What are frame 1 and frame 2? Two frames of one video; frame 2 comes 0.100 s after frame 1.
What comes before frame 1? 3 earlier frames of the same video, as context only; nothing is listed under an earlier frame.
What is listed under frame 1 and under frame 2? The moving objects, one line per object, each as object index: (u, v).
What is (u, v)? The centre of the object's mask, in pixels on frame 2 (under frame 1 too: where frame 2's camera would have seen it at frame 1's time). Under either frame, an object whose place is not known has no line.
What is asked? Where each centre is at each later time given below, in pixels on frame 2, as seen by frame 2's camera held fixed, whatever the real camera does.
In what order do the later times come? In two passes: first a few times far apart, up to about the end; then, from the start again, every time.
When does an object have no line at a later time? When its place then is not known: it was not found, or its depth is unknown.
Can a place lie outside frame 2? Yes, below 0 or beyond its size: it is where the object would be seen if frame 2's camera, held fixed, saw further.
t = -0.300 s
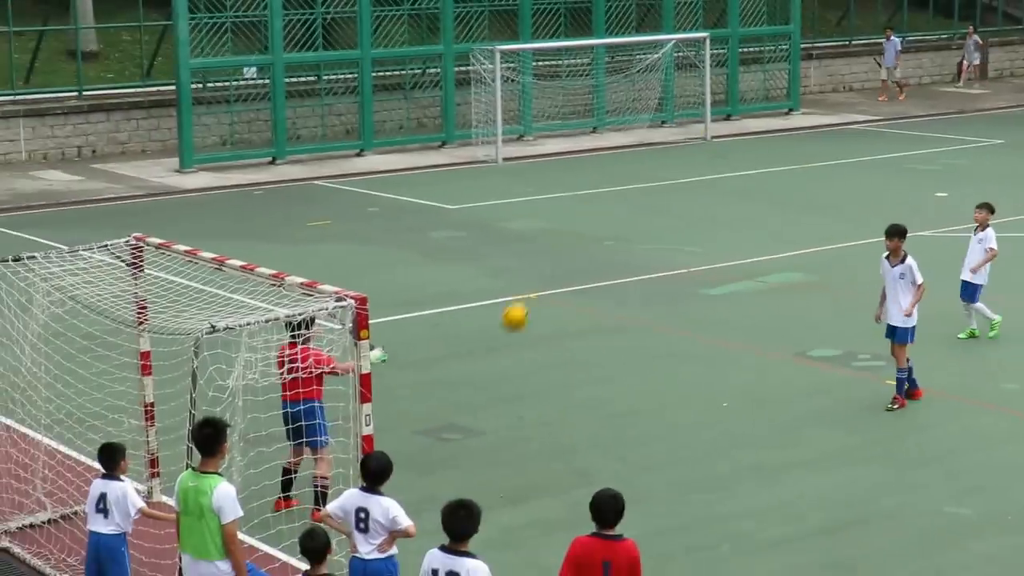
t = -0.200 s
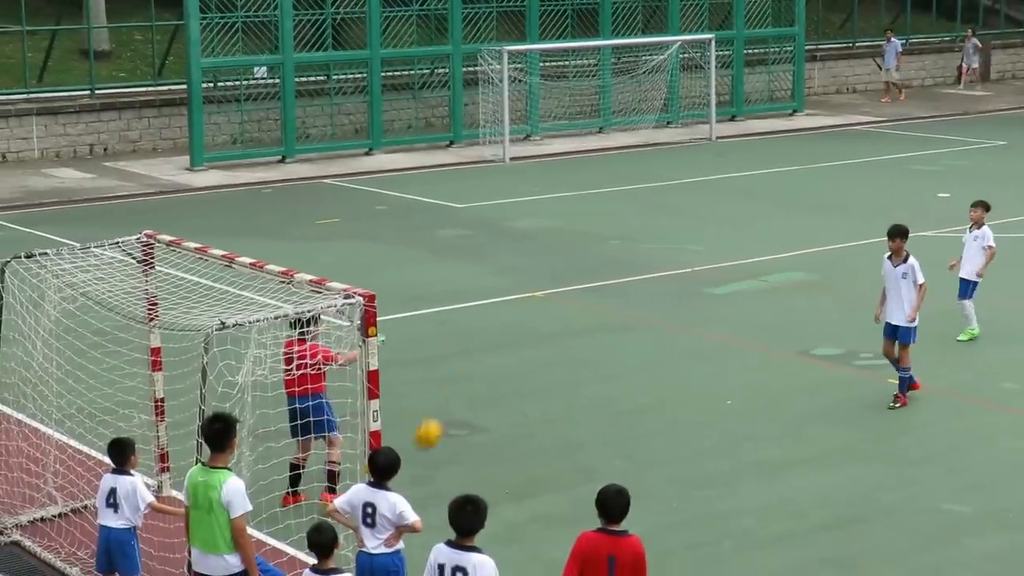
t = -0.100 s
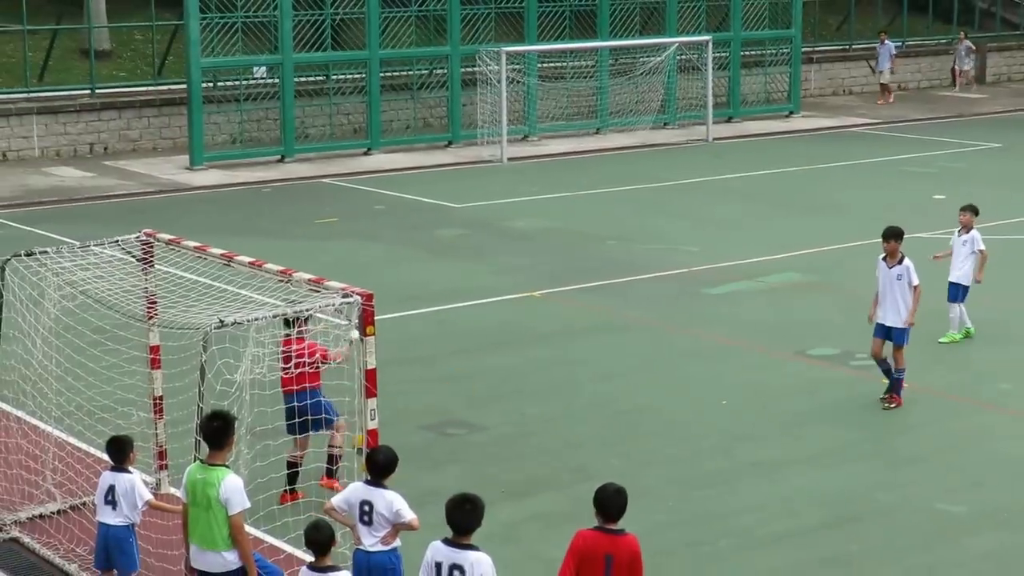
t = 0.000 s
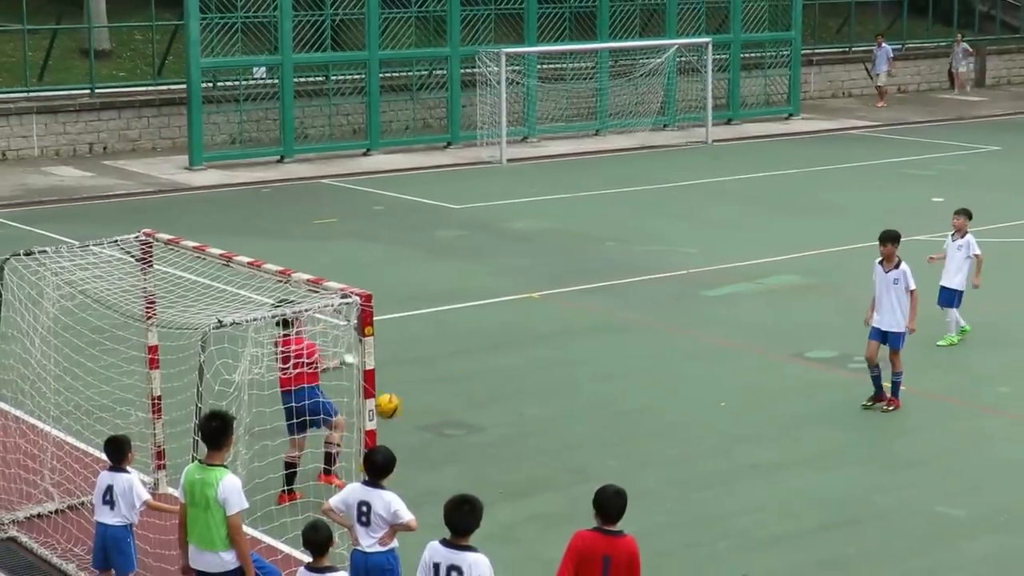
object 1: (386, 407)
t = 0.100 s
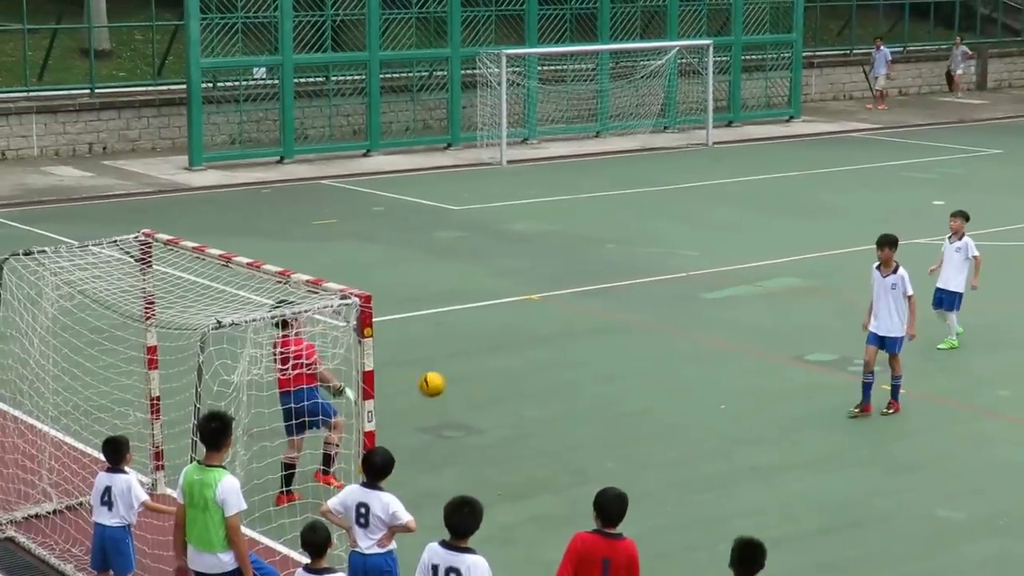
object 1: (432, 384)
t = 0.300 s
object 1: (520, 374)
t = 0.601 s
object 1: (649, 450)
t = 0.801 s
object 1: (694, 453)
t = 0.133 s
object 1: (446, 379)
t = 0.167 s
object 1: (461, 376)
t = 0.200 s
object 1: (476, 374)
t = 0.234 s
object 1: (491, 372)
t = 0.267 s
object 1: (506, 372)
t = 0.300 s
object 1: (520, 374)
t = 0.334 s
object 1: (535, 378)
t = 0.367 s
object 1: (549, 382)
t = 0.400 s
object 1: (564, 388)
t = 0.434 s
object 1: (578, 394)
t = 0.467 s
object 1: (592, 403)
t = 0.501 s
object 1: (607, 414)
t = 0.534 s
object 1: (621, 424)
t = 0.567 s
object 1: (635, 436)
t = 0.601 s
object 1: (649, 450)
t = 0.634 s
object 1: (664, 465)
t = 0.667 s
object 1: (677, 481)
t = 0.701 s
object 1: (682, 472)
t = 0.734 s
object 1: (686, 465)
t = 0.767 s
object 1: (690, 458)
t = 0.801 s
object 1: (694, 453)
